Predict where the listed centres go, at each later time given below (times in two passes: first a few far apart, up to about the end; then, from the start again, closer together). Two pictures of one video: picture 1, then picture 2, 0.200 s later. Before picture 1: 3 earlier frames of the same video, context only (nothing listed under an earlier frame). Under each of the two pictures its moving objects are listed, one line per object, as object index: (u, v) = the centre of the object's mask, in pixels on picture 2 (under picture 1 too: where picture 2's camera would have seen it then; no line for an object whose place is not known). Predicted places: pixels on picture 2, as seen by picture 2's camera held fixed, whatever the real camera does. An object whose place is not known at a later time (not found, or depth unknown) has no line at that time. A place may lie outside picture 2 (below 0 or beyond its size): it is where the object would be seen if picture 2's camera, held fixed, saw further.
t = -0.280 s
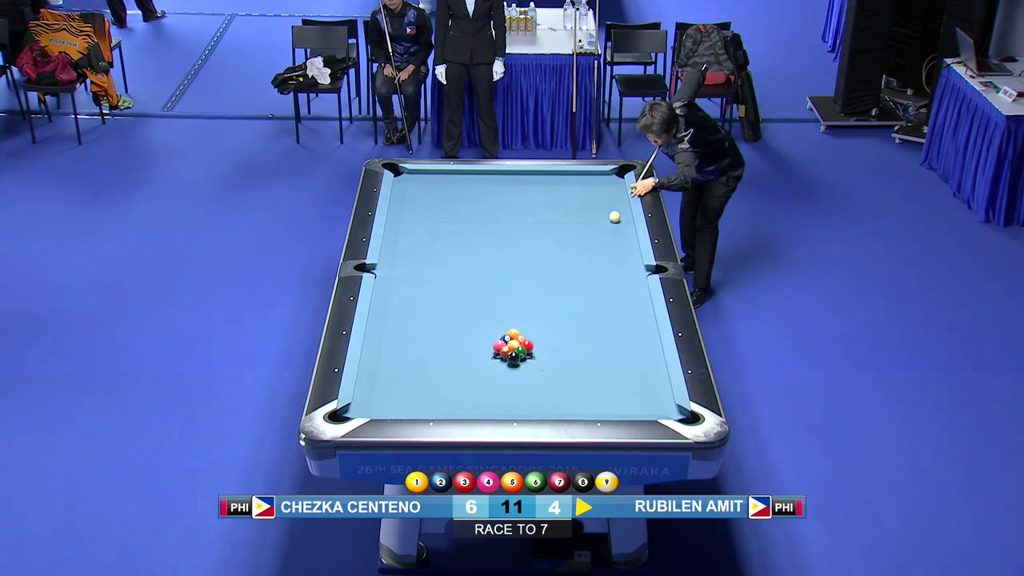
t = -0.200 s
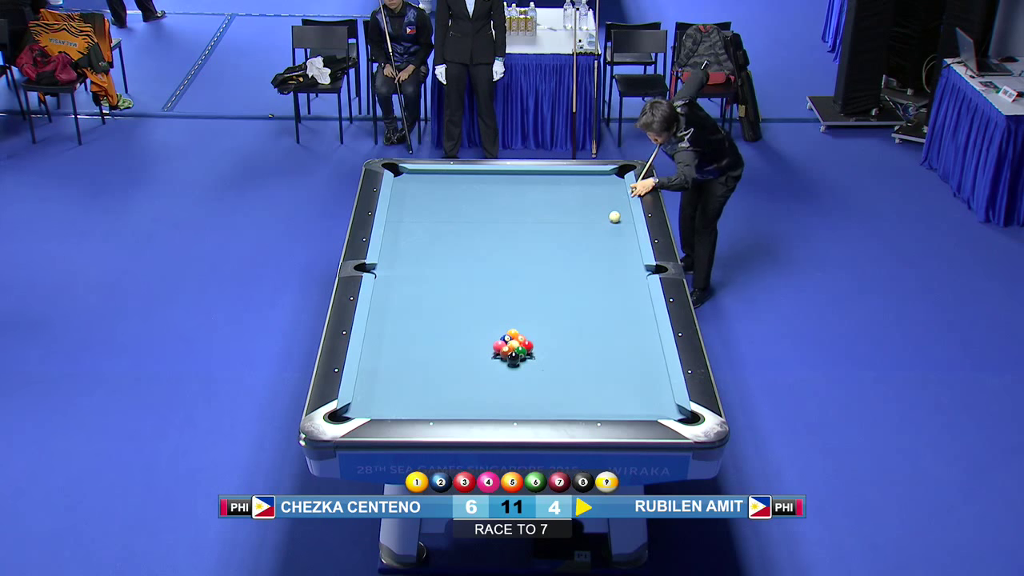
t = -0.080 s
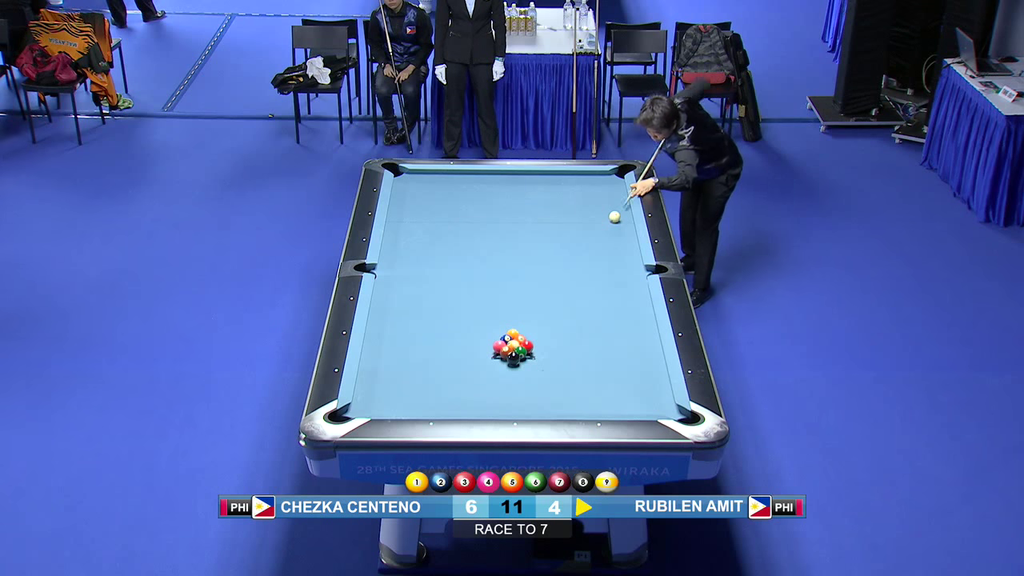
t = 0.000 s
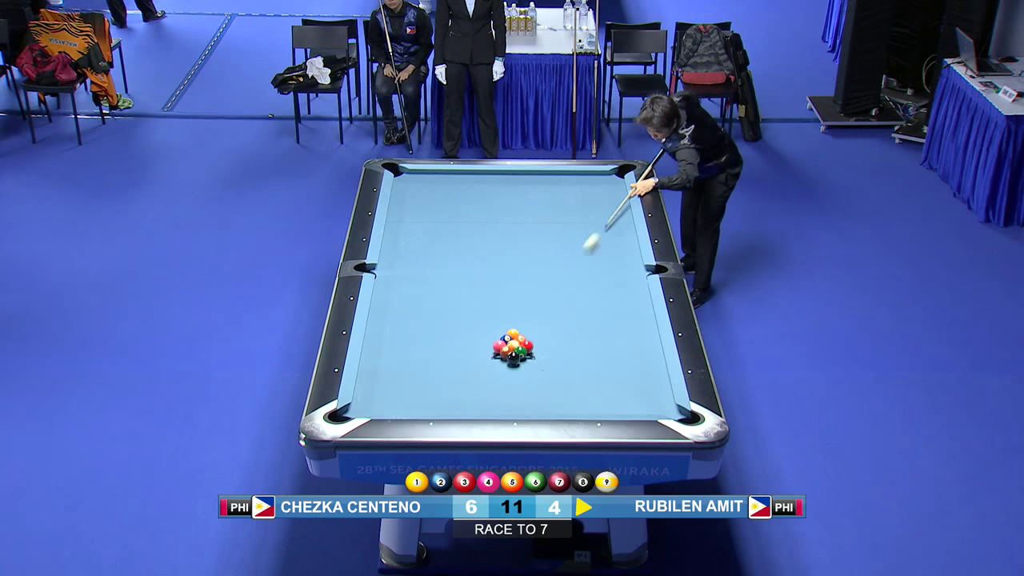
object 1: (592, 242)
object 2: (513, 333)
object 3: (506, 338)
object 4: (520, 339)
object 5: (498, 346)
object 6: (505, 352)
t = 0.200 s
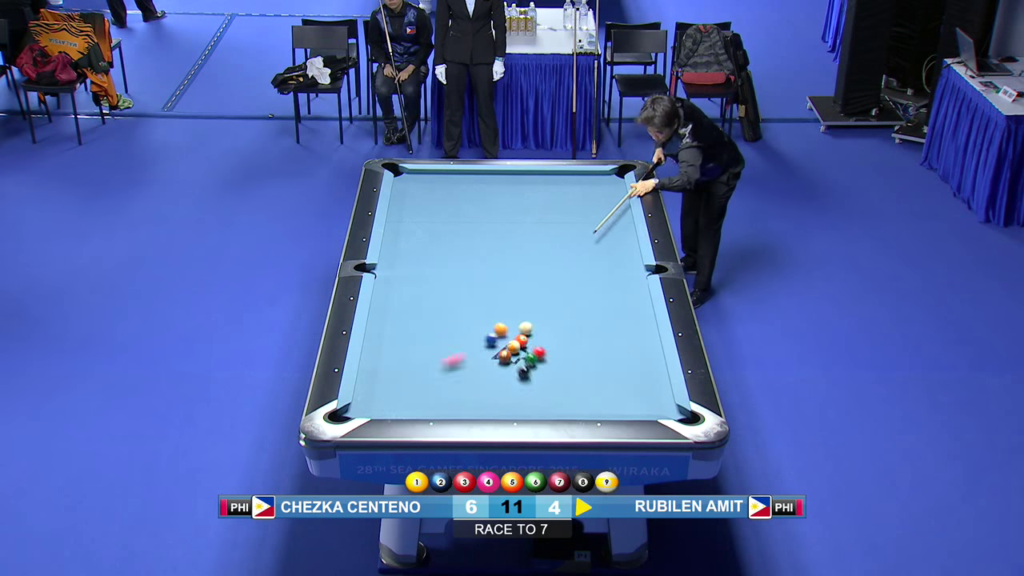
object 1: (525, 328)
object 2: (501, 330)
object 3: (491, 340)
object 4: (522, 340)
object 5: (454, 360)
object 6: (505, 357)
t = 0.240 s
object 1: (531, 327)
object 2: (492, 326)
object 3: (480, 339)
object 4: (523, 341)
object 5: (420, 371)
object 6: (503, 359)
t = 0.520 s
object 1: (564, 320)
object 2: (445, 306)
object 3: (422, 333)
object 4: (527, 341)
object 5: (473, 405)
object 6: (495, 374)
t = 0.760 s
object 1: (591, 314)
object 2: (410, 292)
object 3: (377, 328)
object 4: (531, 340)
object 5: (564, 386)
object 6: (489, 386)
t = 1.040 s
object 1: (621, 307)
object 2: (385, 277)
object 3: (401, 320)
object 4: (534, 340)
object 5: (652, 368)
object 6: (481, 401)
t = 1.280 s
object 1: (645, 302)
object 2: (405, 266)
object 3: (424, 315)
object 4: (534, 333)
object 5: (614, 346)
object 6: (474, 408)
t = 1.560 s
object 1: (629, 292)
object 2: (426, 254)
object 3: (449, 309)
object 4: (532, 323)
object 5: (571, 322)
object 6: (470, 404)
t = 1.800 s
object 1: (617, 285)
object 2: (442, 244)
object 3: (469, 304)
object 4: (530, 314)
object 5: (538, 303)
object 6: (467, 398)
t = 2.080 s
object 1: (604, 277)
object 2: (460, 233)
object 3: (491, 298)
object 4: (529, 305)
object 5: (502, 284)
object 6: (464, 392)
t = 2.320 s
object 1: (594, 270)
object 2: (475, 225)
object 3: (509, 294)
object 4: (528, 298)
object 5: (473, 267)
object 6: (461, 388)
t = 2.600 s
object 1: (583, 264)
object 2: (490, 216)
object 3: (522, 287)
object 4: (533, 293)
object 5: (443, 250)
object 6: (458, 384)
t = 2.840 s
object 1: (574, 258)
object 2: (502, 208)
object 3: (529, 280)
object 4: (541, 290)
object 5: (419, 236)
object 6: (457, 382)
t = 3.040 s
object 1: (568, 254)
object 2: (512, 203)
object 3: (535, 275)
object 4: (547, 287)
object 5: (399, 225)
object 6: (456, 380)
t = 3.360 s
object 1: (558, 248)
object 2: (527, 194)
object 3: (543, 268)
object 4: (556, 285)
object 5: (404, 212)
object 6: (455, 378)
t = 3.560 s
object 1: (552, 245)
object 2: (535, 189)
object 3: (548, 263)
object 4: (561, 283)
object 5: (414, 205)
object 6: (455, 377)
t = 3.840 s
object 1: (546, 240)
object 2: (546, 183)
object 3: (554, 258)
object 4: (566, 280)
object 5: (426, 196)
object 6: (454, 377)
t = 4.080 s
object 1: (541, 237)
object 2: (555, 178)
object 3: (559, 253)
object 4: (570, 279)
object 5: (436, 189)
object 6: (454, 377)
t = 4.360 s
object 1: (535, 233)
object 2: (564, 174)
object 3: (564, 249)
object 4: (575, 277)
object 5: (447, 181)
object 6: (454, 377)
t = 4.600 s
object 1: (531, 231)
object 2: (571, 176)
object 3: (568, 246)
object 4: (578, 276)
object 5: (456, 175)
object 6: (454, 377)
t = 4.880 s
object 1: (527, 228)
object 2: (578, 179)
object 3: (572, 242)
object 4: (580, 276)
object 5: (463, 174)
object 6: (454, 377)
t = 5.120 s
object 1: (525, 226)
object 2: (584, 181)
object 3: (575, 239)
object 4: (582, 275)
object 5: (467, 177)
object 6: (454, 377)
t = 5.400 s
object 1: (523, 224)
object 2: (590, 183)
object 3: (578, 236)
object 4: (582, 275)
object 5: (470, 180)
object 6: (454, 377)
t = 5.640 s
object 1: (521, 223)
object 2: (595, 184)
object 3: (581, 235)
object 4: (582, 275)
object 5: (473, 182)
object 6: (454, 377)
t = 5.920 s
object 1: (520, 223)
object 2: (599, 186)
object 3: (583, 233)
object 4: (582, 275)
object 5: (476, 184)
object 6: (454, 377)
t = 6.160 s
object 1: (520, 222)
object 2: (602, 187)
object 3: (585, 232)
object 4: (583, 275)
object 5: (479, 185)
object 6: (454, 377)
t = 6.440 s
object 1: (519, 222)
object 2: (605, 188)
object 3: (586, 231)
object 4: (582, 275)
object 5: (481, 186)
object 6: (454, 377)
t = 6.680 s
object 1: (519, 222)
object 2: (606, 188)
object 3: (587, 231)
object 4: (582, 275)
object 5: (483, 187)
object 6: (454, 377)
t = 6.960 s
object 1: (519, 222)
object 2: (607, 189)
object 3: (588, 231)
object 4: (583, 275)
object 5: (484, 187)
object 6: (454, 377)
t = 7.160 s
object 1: (519, 222)
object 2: (608, 189)
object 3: (588, 231)
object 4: (582, 275)
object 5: (485, 188)
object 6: (454, 377)
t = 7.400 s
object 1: (519, 222)
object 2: (608, 189)
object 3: (588, 231)
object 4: (582, 275)
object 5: (486, 188)
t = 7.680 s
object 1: (519, 222)
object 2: (608, 189)
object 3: (588, 231)
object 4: (582, 275)
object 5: (486, 188)
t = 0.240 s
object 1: (531, 327)
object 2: (492, 326)
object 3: (480, 339)
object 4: (523, 341)
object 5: (420, 371)
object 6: (503, 359)
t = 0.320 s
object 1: (540, 325)
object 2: (477, 319)
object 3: (463, 337)
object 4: (524, 341)
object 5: (365, 391)
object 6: (501, 363)
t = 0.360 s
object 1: (545, 324)
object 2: (470, 316)
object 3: (454, 336)
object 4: (525, 341)
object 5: (388, 396)
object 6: (500, 365)
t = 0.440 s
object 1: (555, 322)
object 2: (457, 311)
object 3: (439, 335)
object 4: (526, 341)
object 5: (434, 407)
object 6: (497, 370)
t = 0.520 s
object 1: (564, 320)
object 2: (445, 306)
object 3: (422, 333)
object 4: (527, 341)
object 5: (473, 405)
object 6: (495, 374)
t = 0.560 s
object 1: (569, 319)
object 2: (439, 304)
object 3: (415, 332)
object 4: (528, 341)
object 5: (490, 402)
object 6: (494, 376)
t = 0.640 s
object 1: (578, 317)
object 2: (428, 299)
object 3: (400, 330)
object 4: (529, 341)
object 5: (522, 395)
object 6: (492, 380)
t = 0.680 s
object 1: (582, 316)
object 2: (422, 297)
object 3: (392, 329)
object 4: (530, 341)
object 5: (536, 392)
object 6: (491, 382)
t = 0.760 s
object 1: (591, 314)
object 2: (410, 292)
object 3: (377, 328)
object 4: (531, 340)
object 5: (564, 386)
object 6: (489, 386)
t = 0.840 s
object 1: (600, 312)
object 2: (399, 288)
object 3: (378, 326)
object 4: (532, 340)
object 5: (590, 380)
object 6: (487, 391)
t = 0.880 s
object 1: (604, 311)
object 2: (394, 286)
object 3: (384, 325)
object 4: (533, 340)
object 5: (603, 378)
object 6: (486, 392)
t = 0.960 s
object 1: (613, 309)
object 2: (383, 281)
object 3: (393, 323)
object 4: (534, 340)
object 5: (627, 373)
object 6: (483, 397)
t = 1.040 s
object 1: (621, 307)
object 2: (385, 277)
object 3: (401, 320)
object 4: (534, 340)
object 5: (652, 368)
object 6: (481, 401)
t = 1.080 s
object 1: (625, 306)
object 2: (389, 275)
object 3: (404, 320)
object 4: (535, 340)
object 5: (658, 365)
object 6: (480, 403)
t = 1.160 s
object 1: (633, 305)
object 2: (396, 271)
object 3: (412, 318)
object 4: (535, 338)
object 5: (638, 357)
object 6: (478, 406)
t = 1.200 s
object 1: (637, 303)
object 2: (399, 270)
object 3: (416, 317)
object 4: (534, 336)
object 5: (630, 353)
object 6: (477, 407)
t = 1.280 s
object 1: (645, 302)
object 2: (405, 266)
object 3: (424, 315)
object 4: (534, 333)
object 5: (614, 346)
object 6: (474, 408)
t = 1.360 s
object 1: (640, 299)
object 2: (411, 262)
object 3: (431, 313)
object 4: (533, 330)
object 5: (601, 339)
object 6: (474, 407)
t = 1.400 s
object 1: (638, 298)
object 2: (414, 260)
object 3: (435, 312)
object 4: (533, 329)
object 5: (595, 336)
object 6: (473, 406)
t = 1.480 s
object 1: (634, 295)
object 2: (420, 257)
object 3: (442, 311)
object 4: (532, 326)
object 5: (582, 329)
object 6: (471, 405)
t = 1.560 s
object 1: (629, 292)
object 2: (426, 254)
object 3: (449, 309)
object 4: (532, 323)
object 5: (571, 322)
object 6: (470, 404)
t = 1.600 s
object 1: (627, 291)
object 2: (428, 252)
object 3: (452, 308)
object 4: (531, 321)
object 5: (565, 319)
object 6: (470, 403)
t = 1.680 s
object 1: (623, 289)
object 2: (434, 249)
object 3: (459, 306)
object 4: (531, 318)
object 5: (554, 313)
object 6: (469, 400)
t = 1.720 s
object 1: (621, 288)
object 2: (437, 247)
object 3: (463, 305)
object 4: (531, 317)
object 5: (548, 310)
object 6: (468, 400)
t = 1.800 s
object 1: (617, 285)
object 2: (442, 244)
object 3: (469, 304)
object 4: (530, 314)
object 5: (538, 303)
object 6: (467, 398)
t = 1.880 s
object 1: (613, 282)
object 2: (448, 241)
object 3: (476, 302)
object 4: (529, 312)
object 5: (527, 298)
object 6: (466, 396)
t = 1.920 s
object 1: (611, 281)
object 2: (450, 239)
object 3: (479, 301)
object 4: (529, 310)
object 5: (522, 295)
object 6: (465, 395)
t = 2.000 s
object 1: (608, 279)
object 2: (455, 236)
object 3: (485, 300)
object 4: (529, 308)
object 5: (512, 289)
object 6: (464, 394)
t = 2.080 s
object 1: (604, 277)
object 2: (460, 233)
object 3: (491, 298)
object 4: (529, 305)
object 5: (502, 284)
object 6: (464, 392)
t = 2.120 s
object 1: (602, 276)
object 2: (463, 232)
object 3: (494, 297)
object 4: (528, 304)
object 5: (497, 281)
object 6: (463, 391)
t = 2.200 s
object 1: (599, 274)
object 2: (467, 229)
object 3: (500, 296)
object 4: (528, 302)
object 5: (487, 275)
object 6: (462, 390)
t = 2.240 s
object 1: (597, 272)
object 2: (470, 228)
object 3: (503, 295)
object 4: (528, 300)
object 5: (483, 273)
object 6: (462, 389)
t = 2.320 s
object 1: (594, 270)
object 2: (475, 225)
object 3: (509, 294)
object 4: (528, 298)
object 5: (473, 267)
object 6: (461, 388)
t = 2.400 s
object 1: (591, 268)
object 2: (479, 222)
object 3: (515, 292)
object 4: (527, 296)
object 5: (465, 262)
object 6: (460, 387)
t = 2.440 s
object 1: (589, 268)
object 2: (481, 221)
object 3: (517, 291)
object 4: (527, 295)
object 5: (460, 260)
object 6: (460, 386)
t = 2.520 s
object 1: (586, 265)
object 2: (486, 218)
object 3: (519, 289)
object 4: (530, 294)
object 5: (451, 255)
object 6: (459, 385)
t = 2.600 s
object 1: (583, 264)
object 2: (490, 216)
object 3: (522, 287)
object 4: (533, 293)
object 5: (443, 250)
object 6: (458, 384)
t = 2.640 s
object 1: (582, 262)
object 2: (492, 214)
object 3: (523, 285)
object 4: (534, 292)
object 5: (439, 247)
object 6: (458, 384)
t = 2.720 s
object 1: (579, 261)
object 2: (496, 212)
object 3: (526, 283)
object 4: (537, 291)
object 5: (430, 243)
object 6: (458, 383)
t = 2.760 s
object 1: (577, 260)
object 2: (498, 211)
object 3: (527, 282)
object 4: (538, 291)
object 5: (427, 240)
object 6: (457, 382)
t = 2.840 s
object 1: (574, 258)
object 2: (502, 208)
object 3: (529, 280)
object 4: (541, 290)
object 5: (419, 236)
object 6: (457, 382)
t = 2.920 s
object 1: (572, 257)
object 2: (506, 206)
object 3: (531, 278)
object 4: (544, 289)
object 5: (411, 231)
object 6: (457, 381)
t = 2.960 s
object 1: (570, 256)
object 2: (508, 205)
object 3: (533, 277)
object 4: (545, 288)
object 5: (407, 229)
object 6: (456, 380)
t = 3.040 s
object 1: (568, 254)
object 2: (512, 203)
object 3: (535, 275)
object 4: (547, 287)
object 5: (399, 225)
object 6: (456, 380)
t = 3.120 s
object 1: (565, 252)
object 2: (516, 200)
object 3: (537, 273)
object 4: (549, 287)
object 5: (392, 221)
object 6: (456, 379)
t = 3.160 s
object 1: (564, 252)
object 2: (518, 199)
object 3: (538, 272)
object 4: (550, 287)
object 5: (392, 219)
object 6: (456, 379)
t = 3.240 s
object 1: (562, 250)
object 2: (521, 197)
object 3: (540, 270)
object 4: (553, 285)
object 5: (397, 216)
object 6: (455, 378)
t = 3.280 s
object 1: (560, 249)
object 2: (523, 196)
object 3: (541, 269)
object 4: (554, 285)
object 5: (399, 215)
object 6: (455, 378)
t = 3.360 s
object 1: (558, 248)
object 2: (527, 194)
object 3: (543, 268)
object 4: (556, 285)
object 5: (404, 212)
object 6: (455, 378)
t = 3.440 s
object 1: (556, 247)
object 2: (530, 192)
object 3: (545, 266)
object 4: (558, 284)
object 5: (407, 209)
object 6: (455, 377)
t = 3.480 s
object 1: (555, 246)
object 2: (532, 191)
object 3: (546, 265)
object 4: (559, 283)
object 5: (409, 208)
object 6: (455, 377)
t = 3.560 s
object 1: (552, 245)
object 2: (535, 189)
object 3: (548, 263)
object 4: (561, 283)
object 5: (414, 205)
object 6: (455, 377)
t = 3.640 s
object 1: (551, 243)
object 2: (538, 187)
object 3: (550, 262)
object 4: (562, 282)
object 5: (417, 202)
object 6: (454, 377)
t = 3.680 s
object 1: (549, 243)
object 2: (540, 186)
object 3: (551, 261)
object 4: (563, 282)
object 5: (419, 201)
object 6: (454, 377)
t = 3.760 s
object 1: (548, 241)
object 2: (543, 185)
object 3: (553, 259)
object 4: (565, 281)
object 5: (422, 199)
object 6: (454, 377)
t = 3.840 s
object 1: (546, 240)
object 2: (546, 183)
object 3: (554, 258)
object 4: (566, 280)
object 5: (426, 196)
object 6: (454, 377)
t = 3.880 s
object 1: (545, 240)
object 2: (547, 182)
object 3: (555, 257)
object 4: (567, 280)
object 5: (428, 194)
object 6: (454, 377)
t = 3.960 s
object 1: (543, 238)
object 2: (550, 180)
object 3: (557, 255)
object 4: (568, 280)
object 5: (431, 192)
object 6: (454, 377)
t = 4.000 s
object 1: (542, 238)
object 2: (552, 179)
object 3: (557, 255)
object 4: (569, 279)
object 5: (433, 191)
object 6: (454, 377)
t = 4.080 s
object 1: (541, 237)
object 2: (555, 178)
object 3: (559, 253)
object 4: (570, 279)
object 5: (436, 189)
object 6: (454, 377)
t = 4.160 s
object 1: (539, 236)
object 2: (557, 176)
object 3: (561, 252)
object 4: (572, 278)
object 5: (439, 186)
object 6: (454, 377)
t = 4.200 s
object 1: (538, 235)
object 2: (559, 175)
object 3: (561, 251)
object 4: (572, 278)
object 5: (441, 185)
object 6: (454, 377)
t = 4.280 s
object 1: (536, 234)
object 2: (561, 174)
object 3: (563, 250)
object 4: (574, 278)
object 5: (444, 183)
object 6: (454, 377)
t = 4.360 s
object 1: (535, 233)
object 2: (564, 174)
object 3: (564, 249)
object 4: (575, 277)
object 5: (447, 181)
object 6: (454, 377)
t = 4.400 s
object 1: (534, 233)
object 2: (565, 174)
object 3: (565, 248)
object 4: (575, 277)
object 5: (448, 180)
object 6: (454, 377)
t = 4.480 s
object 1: (533, 232)
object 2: (567, 175)
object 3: (566, 247)
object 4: (576, 277)
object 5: (452, 178)
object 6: (454, 377)
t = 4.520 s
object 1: (532, 232)
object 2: (569, 176)
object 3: (567, 247)
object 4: (577, 277)
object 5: (453, 177)
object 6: (454, 377)
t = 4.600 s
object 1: (531, 231)
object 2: (571, 176)
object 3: (568, 246)
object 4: (578, 276)
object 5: (456, 175)
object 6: (454, 377)
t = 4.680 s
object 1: (530, 230)
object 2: (573, 177)
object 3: (569, 244)
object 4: (578, 276)
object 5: (459, 173)
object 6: (454, 377)
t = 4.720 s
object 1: (529, 230)
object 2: (574, 177)
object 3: (570, 244)
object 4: (579, 276)
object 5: (460, 173)
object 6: (454, 377)
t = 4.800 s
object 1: (528, 229)
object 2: (576, 178)
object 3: (571, 243)
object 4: (580, 276)
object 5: (461, 174)
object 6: (454, 377)
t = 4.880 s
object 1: (527, 228)
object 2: (578, 179)
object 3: (572, 242)
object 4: (580, 276)
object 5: (463, 174)
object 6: (454, 377)
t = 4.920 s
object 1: (527, 228)
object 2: (579, 179)
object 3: (573, 242)
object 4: (580, 276)
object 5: (463, 175)
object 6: (454, 377)
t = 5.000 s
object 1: (526, 227)
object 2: (582, 180)
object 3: (574, 241)
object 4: (581, 275)
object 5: (464, 176)
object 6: (454, 377)
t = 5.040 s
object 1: (526, 227)
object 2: (583, 180)
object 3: (574, 240)
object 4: (581, 275)
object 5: (465, 176)
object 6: (454, 377)
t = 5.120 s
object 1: (525, 226)
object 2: (584, 181)
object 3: (575, 239)
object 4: (582, 275)
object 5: (467, 177)
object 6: (454, 377)
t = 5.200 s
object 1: (524, 226)
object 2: (586, 181)
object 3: (576, 239)
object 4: (582, 275)
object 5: (468, 178)
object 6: (454, 377)
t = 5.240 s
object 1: (524, 225)
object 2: (587, 182)
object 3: (577, 238)
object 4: (582, 275)
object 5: (468, 178)
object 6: (454, 377)
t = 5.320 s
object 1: (523, 225)
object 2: (588, 182)
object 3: (577, 237)
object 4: (582, 275)
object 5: (469, 179)
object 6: (454, 377)
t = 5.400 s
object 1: (523, 224)
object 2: (590, 183)
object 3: (578, 236)
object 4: (582, 275)
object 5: (470, 180)
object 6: (454, 377)
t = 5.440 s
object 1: (522, 224)
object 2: (591, 183)
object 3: (579, 236)
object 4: (582, 275)
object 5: (471, 180)
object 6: (454, 377)
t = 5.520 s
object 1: (522, 224)
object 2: (593, 184)
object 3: (580, 236)
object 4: (582, 275)
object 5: (472, 181)
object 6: (454, 377)
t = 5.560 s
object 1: (522, 224)
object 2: (593, 184)
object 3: (580, 235)
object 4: (582, 275)
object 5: (472, 181)
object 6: (454, 377)
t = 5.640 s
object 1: (521, 223)
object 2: (595, 184)
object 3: (581, 235)
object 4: (582, 275)
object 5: (473, 182)
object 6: (454, 377)
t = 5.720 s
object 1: (521, 223)
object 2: (596, 185)
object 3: (582, 234)
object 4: (582, 275)
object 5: (474, 182)
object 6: (454, 377)
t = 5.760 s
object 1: (521, 223)
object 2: (597, 185)
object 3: (582, 234)
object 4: (582, 275)
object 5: (475, 183)
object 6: (454, 377)
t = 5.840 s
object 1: (520, 223)
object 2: (598, 186)
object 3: (583, 233)
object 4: (582, 275)
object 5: (476, 183)
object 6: (454, 377)
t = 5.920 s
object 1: (520, 223)
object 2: (599, 186)
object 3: (583, 233)
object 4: (582, 275)
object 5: (476, 184)
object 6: (454, 377)
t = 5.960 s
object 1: (520, 222)
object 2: (600, 186)
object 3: (584, 233)
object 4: (582, 275)
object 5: (477, 184)
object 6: (454, 377)
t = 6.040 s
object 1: (520, 222)
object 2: (601, 186)
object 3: (584, 232)
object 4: (582, 275)
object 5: (478, 185)
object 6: (454, 377)
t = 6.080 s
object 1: (520, 222)
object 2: (601, 186)
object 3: (585, 232)
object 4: (582, 275)
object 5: (478, 185)
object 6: (454, 377)
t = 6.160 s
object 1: (520, 222)
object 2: (602, 187)
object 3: (585, 232)
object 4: (583, 275)
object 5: (479, 185)
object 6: (454, 377)
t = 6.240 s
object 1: (519, 222)
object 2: (603, 187)
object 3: (586, 232)
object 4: (582, 275)
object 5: (479, 186)
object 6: (454, 377)
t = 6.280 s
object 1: (519, 222)
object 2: (603, 187)
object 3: (586, 232)
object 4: (582, 275)
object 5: (480, 186)
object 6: (454, 377)
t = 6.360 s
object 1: (519, 222)
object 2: (604, 188)
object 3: (586, 231)
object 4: (582, 275)
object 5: (481, 186)
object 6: (454, 377)
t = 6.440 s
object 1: (519, 222)
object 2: (605, 188)
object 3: (586, 231)
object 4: (582, 275)
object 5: (481, 186)
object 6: (454, 377)
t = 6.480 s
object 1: (519, 222)
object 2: (605, 188)
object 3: (587, 231)
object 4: (583, 275)
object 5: (481, 186)
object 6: (454, 377)
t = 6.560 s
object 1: (519, 222)
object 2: (605, 188)
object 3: (587, 231)
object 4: (582, 275)
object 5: (482, 187)
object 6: (454, 377)
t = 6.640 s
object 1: (519, 222)
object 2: (606, 188)
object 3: (587, 231)
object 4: (583, 275)
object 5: (483, 187)
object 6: (454, 377)
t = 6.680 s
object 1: (519, 222)
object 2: (606, 188)
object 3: (587, 231)
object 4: (582, 275)
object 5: (483, 187)
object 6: (454, 377)
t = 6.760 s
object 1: (519, 222)
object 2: (607, 188)
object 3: (587, 231)
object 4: (583, 275)
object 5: (483, 187)
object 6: (454, 377)
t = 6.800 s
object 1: (519, 222)
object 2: (607, 188)
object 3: (588, 231)
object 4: (583, 275)
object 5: (484, 187)
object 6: (454, 377)
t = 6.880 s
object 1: (519, 222)
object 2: (607, 189)
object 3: (588, 231)
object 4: (582, 275)
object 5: (484, 187)
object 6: (454, 377)
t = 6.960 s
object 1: (519, 222)
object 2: (607, 189)
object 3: (588, 231)
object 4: (583, 275)
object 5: (484, 187)
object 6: (454, 377)
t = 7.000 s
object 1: (519, 222)
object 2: (607, 189)
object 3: (588, 231)
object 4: (582, 275)
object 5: (485, 188)
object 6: (454, 377)
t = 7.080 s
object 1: (519, 222)
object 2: (608, 189)
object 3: (588, 231)
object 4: (582, 275)
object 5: (485, 188)
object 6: (454, 377)
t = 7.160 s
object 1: (519, 222)
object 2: (608, 189)
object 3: (588, 231)
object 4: (582, 275)
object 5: (485, 188)
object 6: (454, 377)
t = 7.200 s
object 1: (519, 222)
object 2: (608, 189)
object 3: (588, 231)
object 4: (582, 275)
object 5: (485, 188)
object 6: (454, 377)
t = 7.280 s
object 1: (519, 222)
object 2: (608, 189)
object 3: (588, 231)
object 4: (582, 275)
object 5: (486, 188)
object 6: (454, 377)
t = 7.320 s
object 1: (519, 222)
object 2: (608, 189)
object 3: (588, 231)
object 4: (582, 275)
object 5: (486, 188)
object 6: (454, 377)
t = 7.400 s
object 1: (519, 222)
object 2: (608, 189)
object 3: (588, 231)
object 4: (582, 275)
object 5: (486, 188)
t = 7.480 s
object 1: (519, 222)
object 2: (608, 189)
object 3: (588, 231)
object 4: (582, 275)
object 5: (486, 188)
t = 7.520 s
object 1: (519, 222)
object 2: (608, 189)
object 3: (588, 231)
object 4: (582, 275)
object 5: (486, 188)
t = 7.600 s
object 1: (519, 222)
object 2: (608, 189)
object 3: (588, 231)
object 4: (582, 275)
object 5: (486, 188)
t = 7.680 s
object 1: (519, 222)
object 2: (608, 189)
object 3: (588, 231)
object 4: (582, 275)
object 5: (486, 188)
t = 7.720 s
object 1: (519, 222)
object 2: (608, 189)
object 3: (588, 231)
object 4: (582, 275)
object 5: (485, 188)
